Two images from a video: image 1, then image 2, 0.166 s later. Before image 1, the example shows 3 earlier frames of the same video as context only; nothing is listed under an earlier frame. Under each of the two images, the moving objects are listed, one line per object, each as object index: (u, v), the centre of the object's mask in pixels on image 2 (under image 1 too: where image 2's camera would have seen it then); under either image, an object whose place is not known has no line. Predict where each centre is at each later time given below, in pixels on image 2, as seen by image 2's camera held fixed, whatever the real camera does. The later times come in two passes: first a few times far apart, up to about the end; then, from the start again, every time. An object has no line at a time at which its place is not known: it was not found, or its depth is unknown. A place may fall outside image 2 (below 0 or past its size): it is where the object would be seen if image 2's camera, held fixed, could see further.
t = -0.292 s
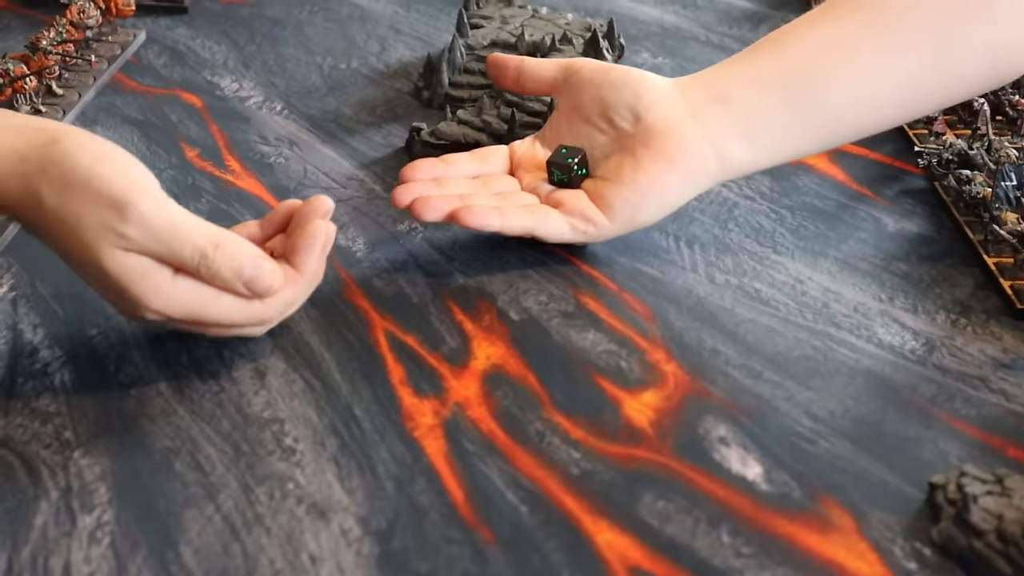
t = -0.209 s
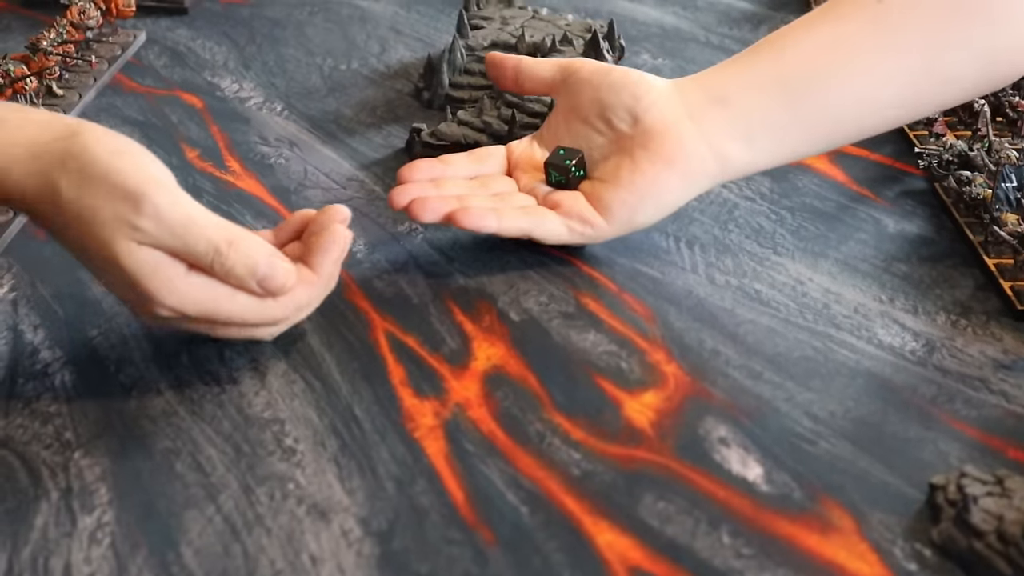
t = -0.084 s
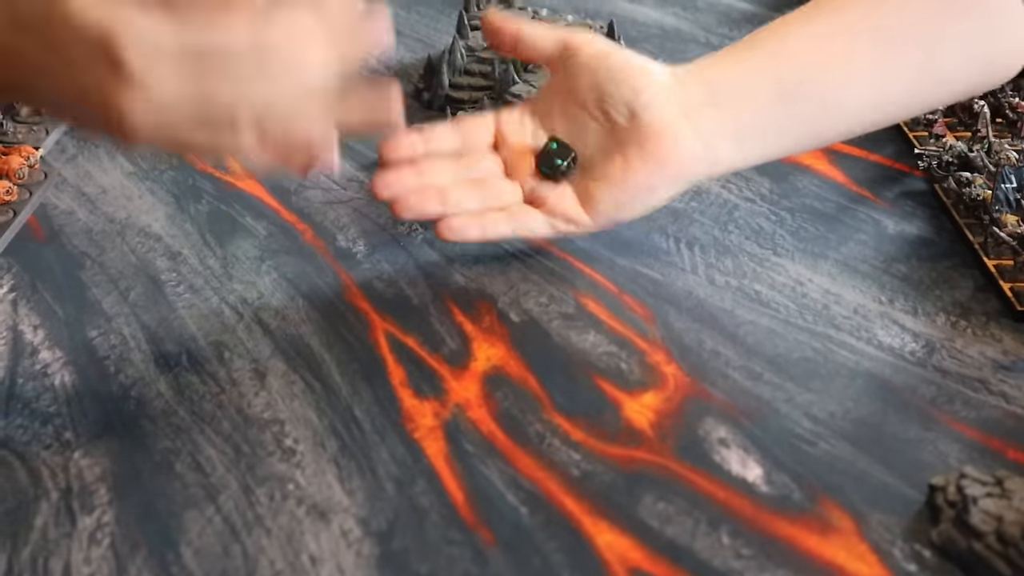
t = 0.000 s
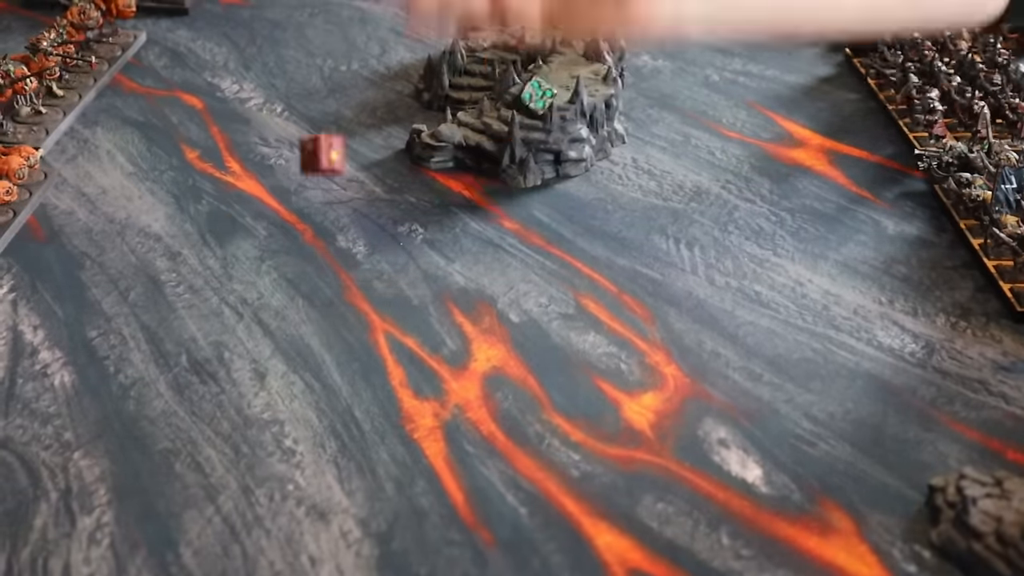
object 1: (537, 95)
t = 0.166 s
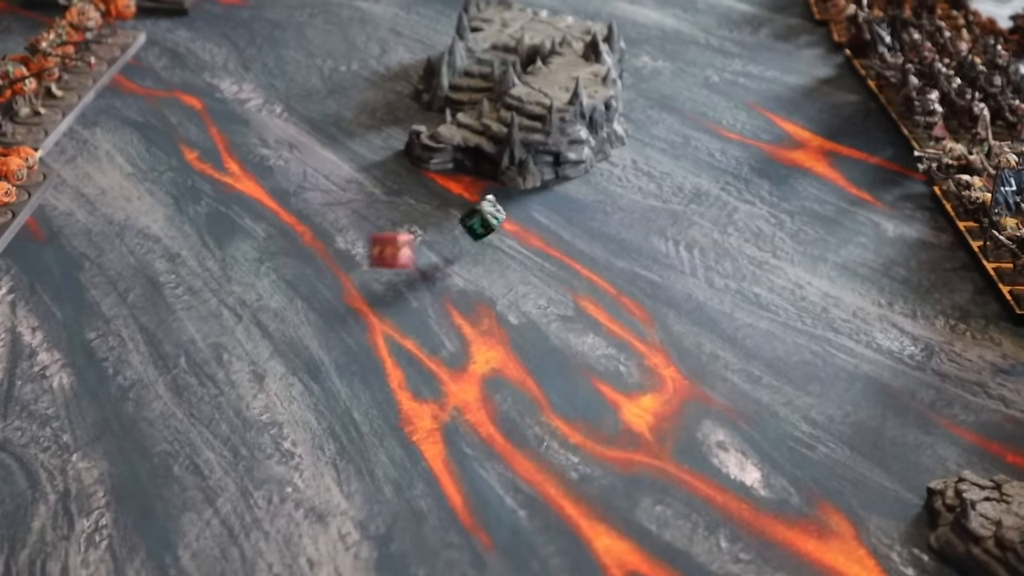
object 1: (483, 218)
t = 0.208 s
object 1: (489, 219)
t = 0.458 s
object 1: (560, 278)
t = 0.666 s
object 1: (562, 280)
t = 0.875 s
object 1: (561, 279)
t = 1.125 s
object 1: (562, 280)
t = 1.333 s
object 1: (562, 279)
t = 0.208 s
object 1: (489, 219)
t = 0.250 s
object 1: (496, 248)
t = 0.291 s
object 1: (509, 259)
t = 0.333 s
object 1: (518, 272)
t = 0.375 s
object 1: (537, 278)
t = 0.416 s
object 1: (553, 277)
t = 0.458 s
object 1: (560, 278)
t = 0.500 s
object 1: (562, 279)
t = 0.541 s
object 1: (562, 280)
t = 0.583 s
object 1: (562, 280)
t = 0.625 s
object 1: (562, 280)
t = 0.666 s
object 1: (562, 280)
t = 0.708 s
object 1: (562, 280)
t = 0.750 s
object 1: (562, 280)
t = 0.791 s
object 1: (562, 279)
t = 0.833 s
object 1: (561, 279)
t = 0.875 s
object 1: (561, 279)
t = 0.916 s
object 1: (561, 279)
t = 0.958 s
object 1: (561, 279)
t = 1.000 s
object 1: (562, 279)
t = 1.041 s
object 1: (562, 279)
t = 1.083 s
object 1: (562, 280)
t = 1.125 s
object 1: (562, 280)
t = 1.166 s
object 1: (562, 280)
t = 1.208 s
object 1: (562, 279)
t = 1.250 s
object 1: (561, 279)
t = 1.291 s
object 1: (562, 279)
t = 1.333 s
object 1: (562, 279)
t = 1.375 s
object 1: (562, 279)
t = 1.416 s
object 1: (562, 279)
